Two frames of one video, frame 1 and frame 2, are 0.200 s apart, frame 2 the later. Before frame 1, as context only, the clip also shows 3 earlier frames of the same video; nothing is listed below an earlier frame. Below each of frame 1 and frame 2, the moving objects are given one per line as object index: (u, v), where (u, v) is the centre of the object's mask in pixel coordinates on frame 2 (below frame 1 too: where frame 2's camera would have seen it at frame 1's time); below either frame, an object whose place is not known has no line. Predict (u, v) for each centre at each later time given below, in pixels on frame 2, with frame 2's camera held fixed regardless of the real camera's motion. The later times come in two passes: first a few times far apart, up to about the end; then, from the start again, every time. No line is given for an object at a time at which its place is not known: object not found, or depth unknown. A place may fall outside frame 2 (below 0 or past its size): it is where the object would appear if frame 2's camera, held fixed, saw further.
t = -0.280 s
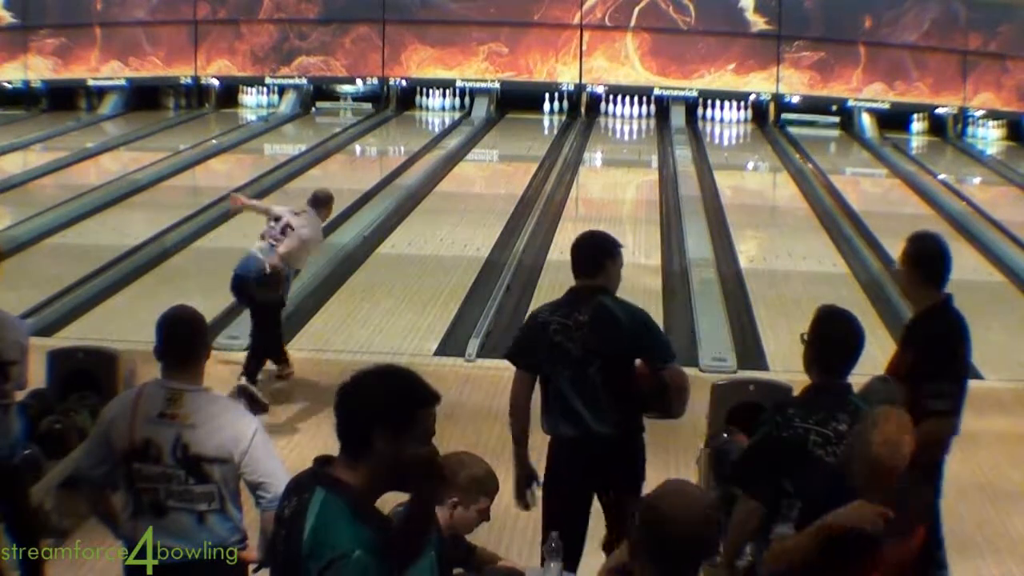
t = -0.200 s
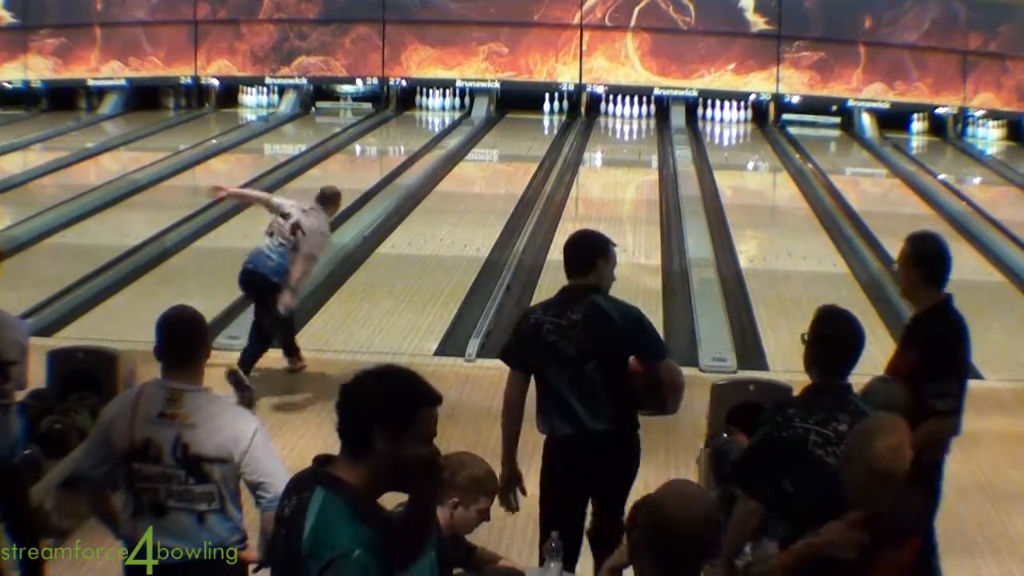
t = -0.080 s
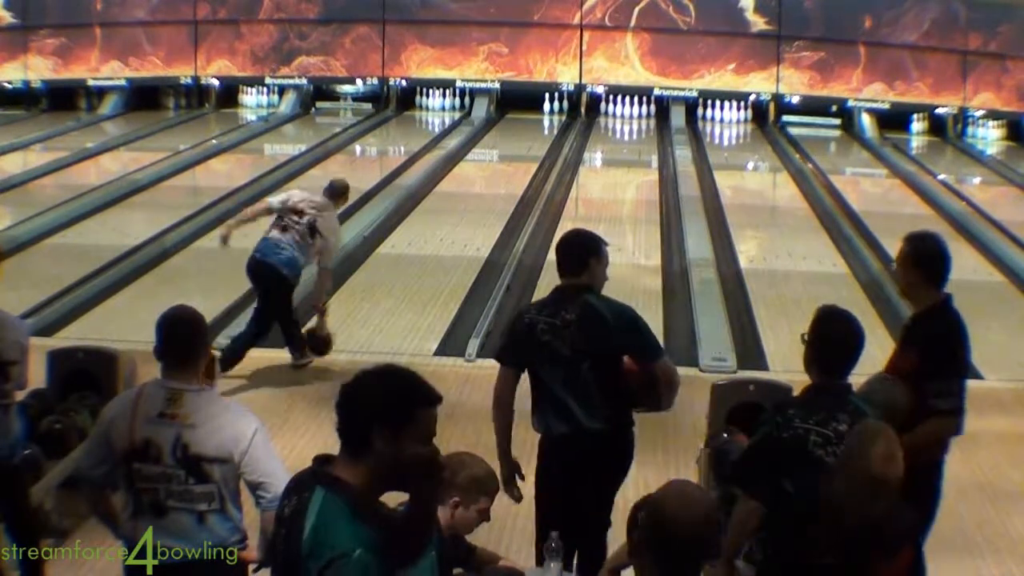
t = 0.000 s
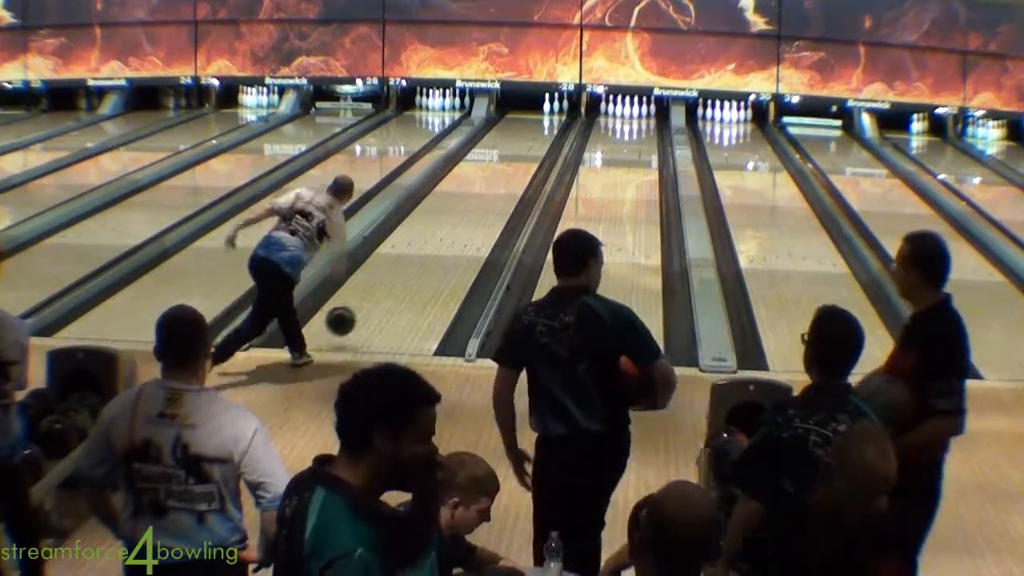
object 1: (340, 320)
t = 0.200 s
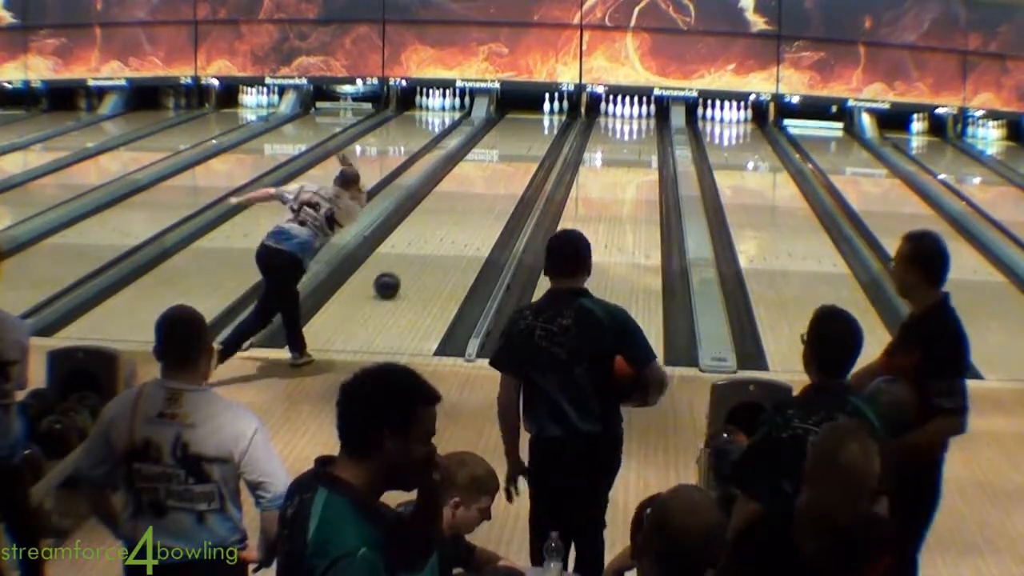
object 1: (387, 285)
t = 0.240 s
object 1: (395, 277)
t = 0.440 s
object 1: (429, 242)
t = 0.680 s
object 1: (461, 210)
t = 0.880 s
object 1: (482, 188)
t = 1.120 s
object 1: (503, 166)
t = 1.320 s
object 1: (517, 152)
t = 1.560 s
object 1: (532, 136)
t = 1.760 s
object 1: (540, 126)
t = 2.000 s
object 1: (549, 116)
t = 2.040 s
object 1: (550, 114)
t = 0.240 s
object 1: (395, 277)
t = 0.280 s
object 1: (402, 269)
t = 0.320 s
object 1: (409, 262)
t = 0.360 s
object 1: (416, 255)
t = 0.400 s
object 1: (423, 249)
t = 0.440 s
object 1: (429, 242)
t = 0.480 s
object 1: (435, 236)
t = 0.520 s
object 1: (441, 230)
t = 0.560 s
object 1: (446, 225)
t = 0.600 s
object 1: (451, 219)
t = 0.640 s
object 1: (456, 215)
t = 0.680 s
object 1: (461, 210)
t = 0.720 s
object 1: (466, 205)
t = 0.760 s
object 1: (470, 201)
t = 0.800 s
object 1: (474, 196)
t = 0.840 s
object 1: (478, 192)
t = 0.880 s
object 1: (482, 188)
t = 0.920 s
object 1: (486, 183)
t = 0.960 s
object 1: (490, 180)
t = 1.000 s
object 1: (493, 176)
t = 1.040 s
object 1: (496, 173)
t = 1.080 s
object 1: (500, 169)
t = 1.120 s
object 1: (503, 166)
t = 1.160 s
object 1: (506, 163)
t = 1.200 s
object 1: (509, 160)
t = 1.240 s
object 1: (512, 157)
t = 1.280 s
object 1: (514, 154)
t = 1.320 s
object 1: (517, 152)
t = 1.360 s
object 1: (520, 149)
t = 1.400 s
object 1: (522, 146)
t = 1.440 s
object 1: (524, 144)
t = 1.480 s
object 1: (527, 142)
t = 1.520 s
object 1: (529, 139)
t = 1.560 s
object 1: (532, 136)
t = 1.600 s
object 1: (534, 134)
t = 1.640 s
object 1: (536, 132)
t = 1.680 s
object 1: (537, 130)
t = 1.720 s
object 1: (538, 128)
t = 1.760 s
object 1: (540, 126)
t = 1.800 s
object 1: (542, 124)
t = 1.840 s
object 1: (544, 122)
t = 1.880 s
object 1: (545, 121)
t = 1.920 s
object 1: (546, 119)
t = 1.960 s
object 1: (548, 117)
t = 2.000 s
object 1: (549, 116)
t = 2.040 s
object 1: (550, 114)
